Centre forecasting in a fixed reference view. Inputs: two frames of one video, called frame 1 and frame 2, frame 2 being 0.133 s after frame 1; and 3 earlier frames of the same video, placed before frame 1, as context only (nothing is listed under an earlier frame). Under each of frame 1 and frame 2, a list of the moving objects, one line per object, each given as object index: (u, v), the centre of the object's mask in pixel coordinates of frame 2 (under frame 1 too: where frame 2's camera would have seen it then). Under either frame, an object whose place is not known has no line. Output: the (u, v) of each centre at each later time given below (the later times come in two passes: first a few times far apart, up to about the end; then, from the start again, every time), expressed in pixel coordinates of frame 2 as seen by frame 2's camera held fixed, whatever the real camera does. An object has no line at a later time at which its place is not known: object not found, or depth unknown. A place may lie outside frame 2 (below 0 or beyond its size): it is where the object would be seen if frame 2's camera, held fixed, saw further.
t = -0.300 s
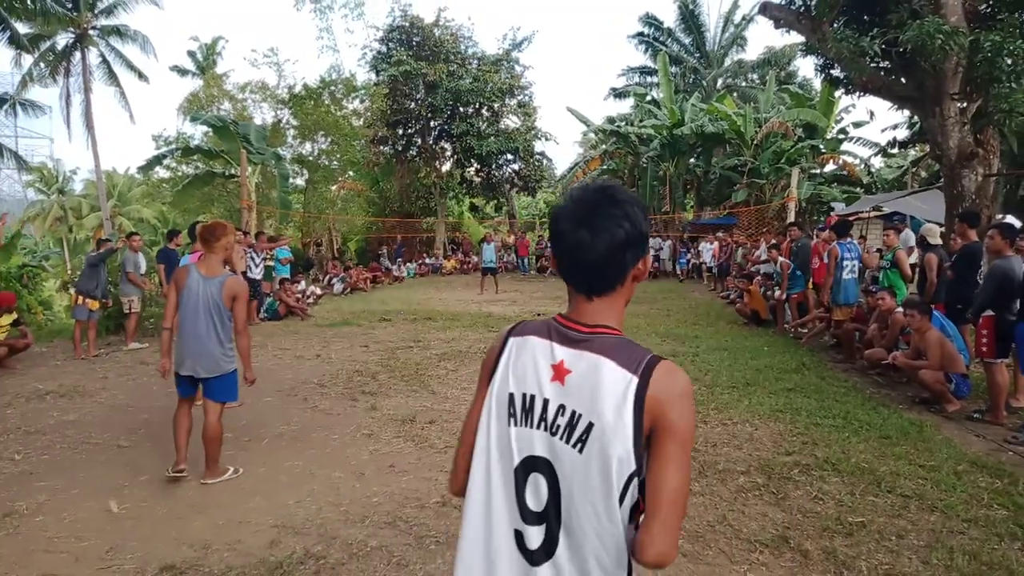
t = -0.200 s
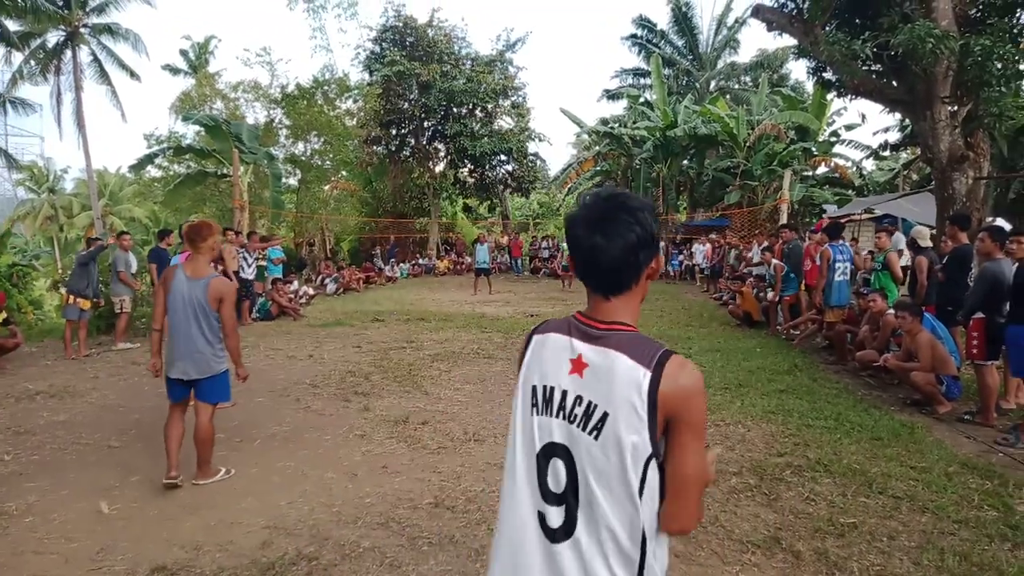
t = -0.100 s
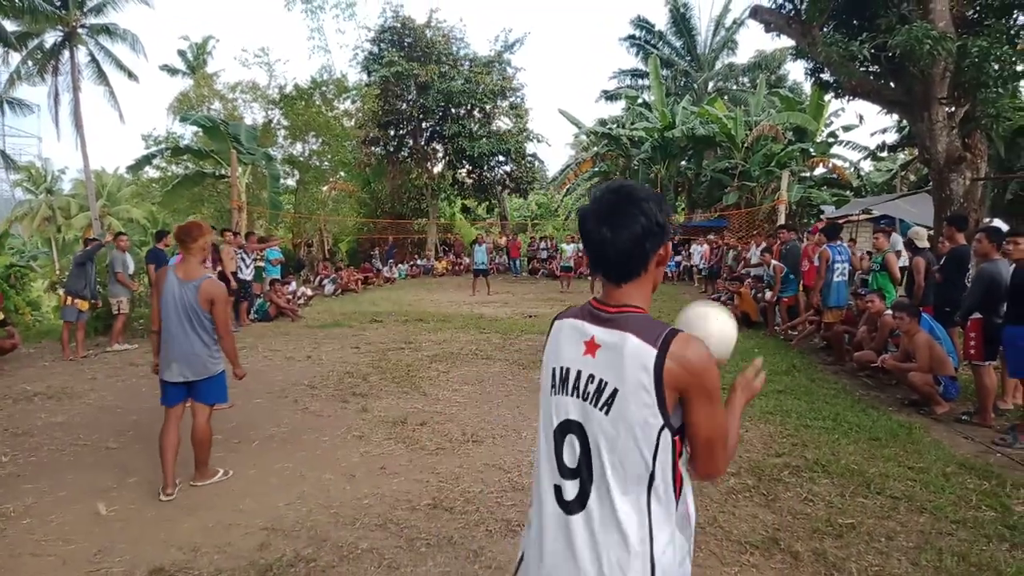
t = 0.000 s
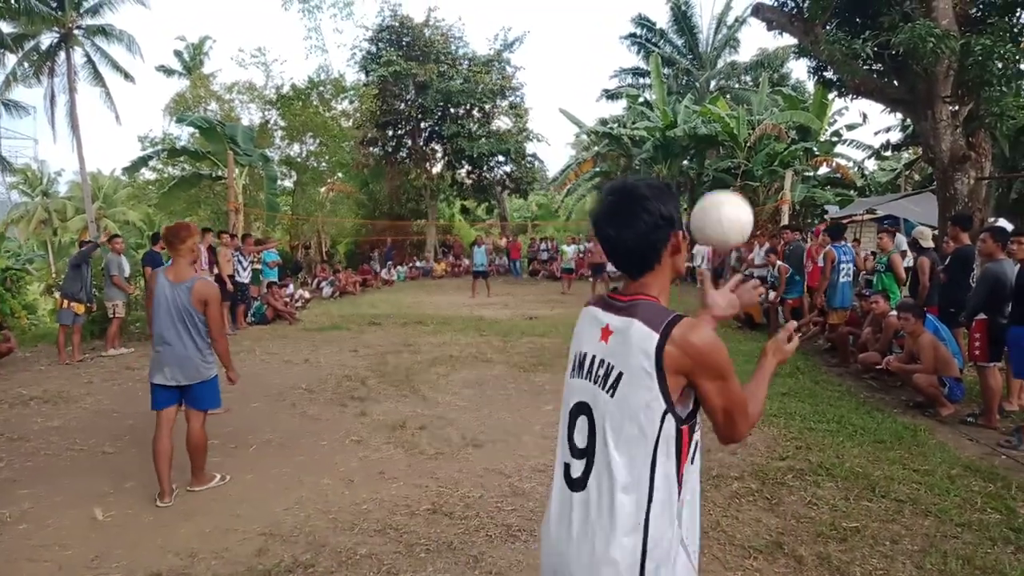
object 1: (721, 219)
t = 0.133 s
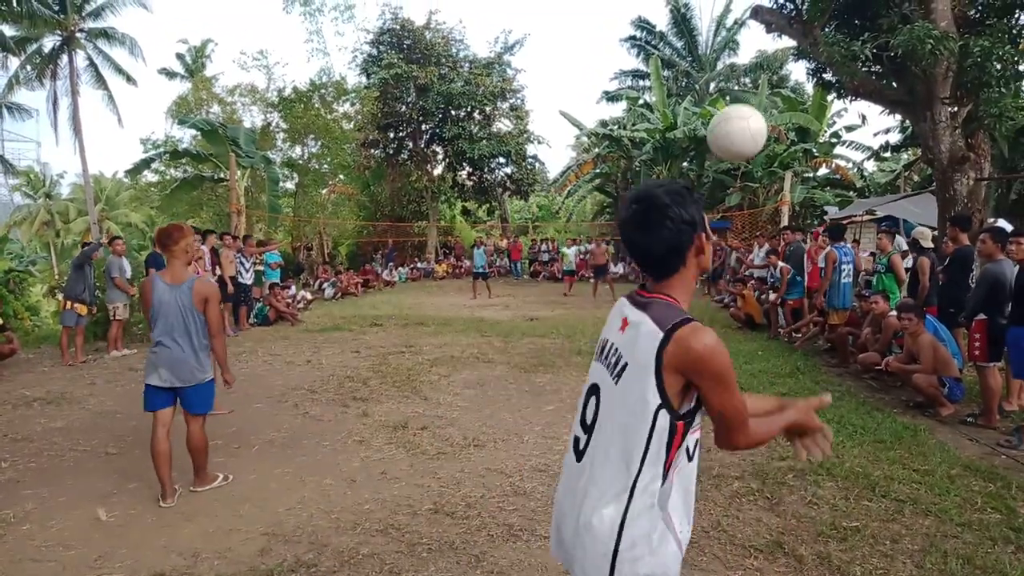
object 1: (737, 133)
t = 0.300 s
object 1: (753, 115)
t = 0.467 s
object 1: (766, 188)
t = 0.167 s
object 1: (741, 122)
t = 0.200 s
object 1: (744, 114)
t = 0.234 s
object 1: (747, 111)
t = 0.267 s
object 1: (750, 111)
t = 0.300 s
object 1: (753, 115)
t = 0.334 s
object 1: (756, 123)
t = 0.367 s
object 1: (758, 135)
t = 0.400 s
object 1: (761, 150)
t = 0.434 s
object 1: (763, 167)
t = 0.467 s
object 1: (766, 188)
